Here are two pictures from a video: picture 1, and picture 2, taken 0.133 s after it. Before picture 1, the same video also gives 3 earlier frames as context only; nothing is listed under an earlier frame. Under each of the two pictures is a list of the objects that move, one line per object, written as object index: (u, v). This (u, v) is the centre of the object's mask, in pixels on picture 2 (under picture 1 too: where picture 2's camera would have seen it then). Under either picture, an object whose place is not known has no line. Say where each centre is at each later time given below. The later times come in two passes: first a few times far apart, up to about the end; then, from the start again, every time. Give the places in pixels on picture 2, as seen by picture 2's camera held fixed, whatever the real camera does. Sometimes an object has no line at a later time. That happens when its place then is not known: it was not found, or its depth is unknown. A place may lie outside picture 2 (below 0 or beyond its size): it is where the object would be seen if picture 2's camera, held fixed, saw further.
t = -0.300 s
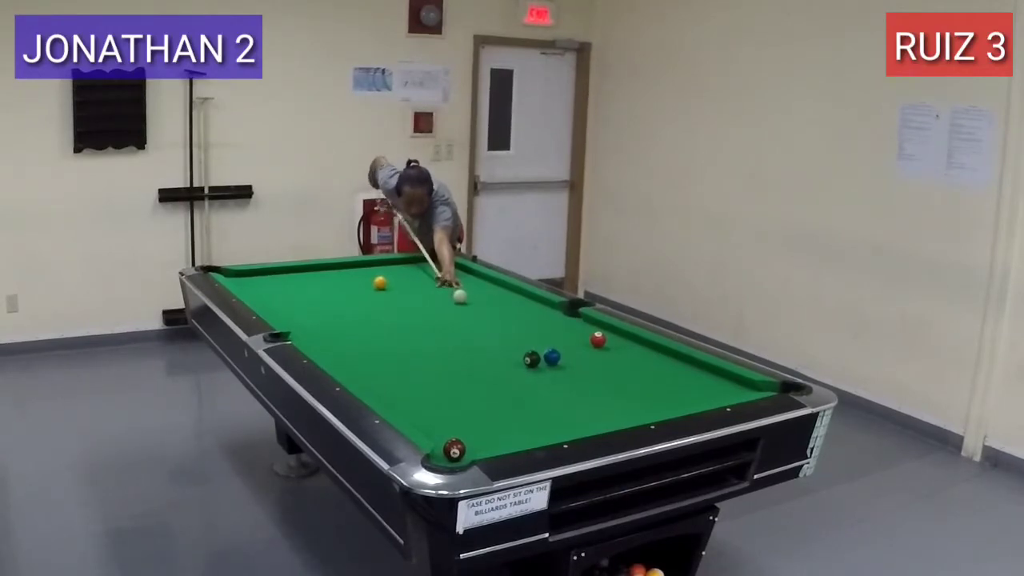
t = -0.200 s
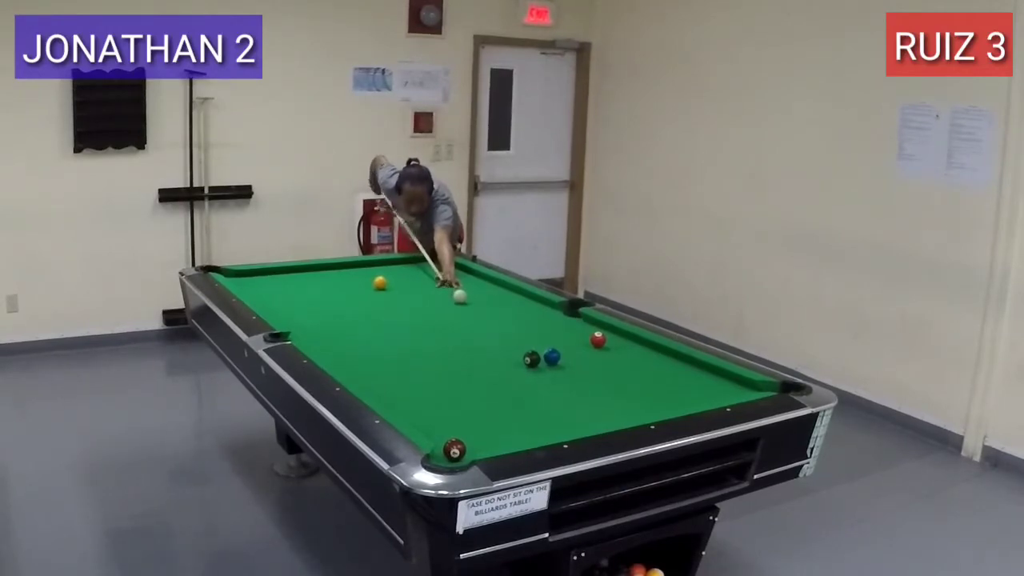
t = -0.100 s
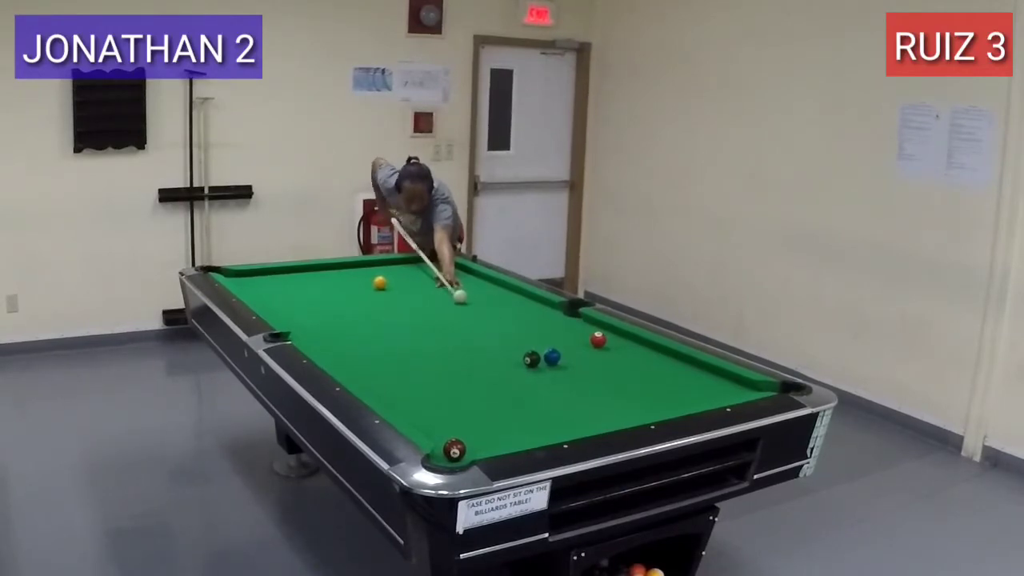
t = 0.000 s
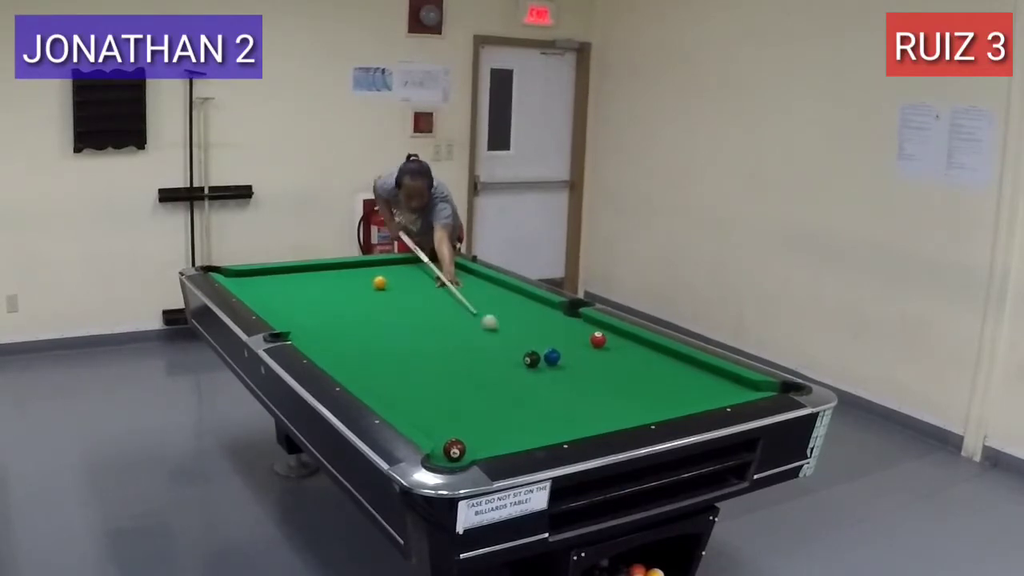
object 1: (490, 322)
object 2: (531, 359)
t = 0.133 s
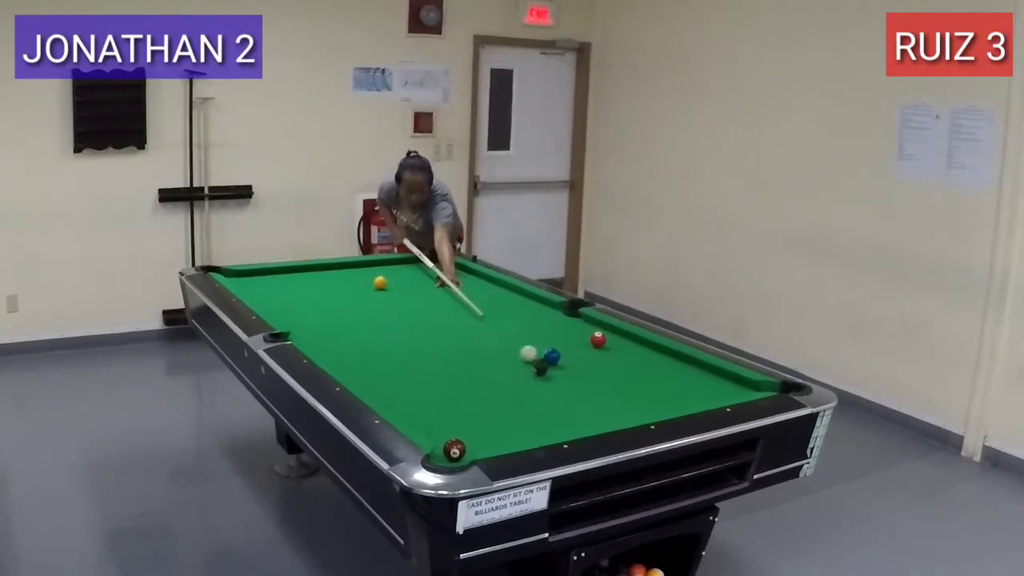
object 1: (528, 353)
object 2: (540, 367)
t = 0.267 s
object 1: (532, 353)
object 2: (586, 414)
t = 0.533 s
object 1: (537, 351)
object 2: (511, 391)
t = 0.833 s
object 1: (540, 350)
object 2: (425, 356)
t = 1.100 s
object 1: (541, 349)
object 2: (364, 331)
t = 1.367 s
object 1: (541, 349)
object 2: (315, 309)
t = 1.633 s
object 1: (541, 349)
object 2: (274, 291)
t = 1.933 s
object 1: (541, 349)
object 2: (236, 275)
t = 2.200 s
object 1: (541, 349)
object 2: (229, 275)
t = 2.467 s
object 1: (541, 349)
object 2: (238, 275)
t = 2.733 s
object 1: (541, 349)
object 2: (242, 276)
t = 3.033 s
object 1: (541, 349)
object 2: (246, 277)
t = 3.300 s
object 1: (541, 349)
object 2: (249, 278)
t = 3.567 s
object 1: (541, 349)
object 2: (250, 278)
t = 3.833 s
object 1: (541, 349)
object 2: (250, 278)
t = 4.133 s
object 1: (541, 349)
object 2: (250, 278)
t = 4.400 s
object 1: (541, 349)
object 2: (250, 278)
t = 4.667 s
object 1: (541, 349)
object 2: (249, 278)
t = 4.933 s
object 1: (541, 349)
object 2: (249, 278)
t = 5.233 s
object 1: (541, 349)
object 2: (250, 278)
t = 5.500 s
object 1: (541, 349)
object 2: (250, 278)
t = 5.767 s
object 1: (541, 349)
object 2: (250, 278)
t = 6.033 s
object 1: (541, 349)
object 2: (250, 278)
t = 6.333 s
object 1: (541, 349)
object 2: (250, 278)
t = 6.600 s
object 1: (541, 349)
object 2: (250, 278)
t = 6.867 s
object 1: (541, 349)
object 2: (250, 278)
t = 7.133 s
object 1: (541, 349)
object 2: (250, 278)
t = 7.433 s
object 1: (541, 349)
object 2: (251, 278)
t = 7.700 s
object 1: (541, 349)
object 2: (251, 278)
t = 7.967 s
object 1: (541, 349)
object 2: (251, 278)
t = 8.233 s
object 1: (540, 349)
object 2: (251, 278)
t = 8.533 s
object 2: (251, 278)
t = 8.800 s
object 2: (251, 278)
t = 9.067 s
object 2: (251, 278)
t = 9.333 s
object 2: (251, 278)
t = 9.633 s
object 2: (251, 278)
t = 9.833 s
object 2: (250, 278)
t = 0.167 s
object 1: (530, 354)
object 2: (550, 378)
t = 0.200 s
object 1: (531, 354)
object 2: (561, 390)
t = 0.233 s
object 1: (532, 353)
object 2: (574, 402)
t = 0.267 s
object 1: (532, 353)
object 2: (586, 414)
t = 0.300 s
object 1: (533, 353)
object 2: (597, 422)
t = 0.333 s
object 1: (534, 353)
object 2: (585, 421)
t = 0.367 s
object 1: (534, 352)
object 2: (570, 416)
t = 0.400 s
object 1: (535, 352)
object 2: (557, 410)
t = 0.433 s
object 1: (535, 352)
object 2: (544, 405)
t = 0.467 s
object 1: (536, 352)
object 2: (533, 400)
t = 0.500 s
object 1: (537, 352)
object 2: (521, 396)
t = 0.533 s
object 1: (537, 351)
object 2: (511, 391)
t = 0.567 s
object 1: (537, 351)
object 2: (500, 387)
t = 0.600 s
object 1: (538, 351)
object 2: (490, 383)
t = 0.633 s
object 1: (538, 351)
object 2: (479, 378)
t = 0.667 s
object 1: (539, 351)
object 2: (470, 374)
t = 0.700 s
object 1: (539, 351)
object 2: (460, 371)
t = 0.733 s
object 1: (539, 351)
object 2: (451, 367)
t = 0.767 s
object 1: (540, 350)
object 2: (442, 363)
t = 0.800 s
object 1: (540, 350)
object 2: (433, 360)
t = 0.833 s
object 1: (540, 350)
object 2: (425, 356)
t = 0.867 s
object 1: (540, 350)
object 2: (417, 352)
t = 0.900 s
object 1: (541, 350)
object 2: (408, 349)
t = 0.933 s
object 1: (541, 349)
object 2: (401, 346)
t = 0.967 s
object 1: (541, 349)
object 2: (393, 343)
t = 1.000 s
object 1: (541, 349)
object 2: (385, 339)
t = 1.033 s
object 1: (541, 349)
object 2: (378, 337)
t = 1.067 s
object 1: (541, 349)
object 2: (371, 333)
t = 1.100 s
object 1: (541, 349)
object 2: (364, 331)
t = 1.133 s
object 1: (541, 349)
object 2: (358, 327)
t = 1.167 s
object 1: (541, 349)
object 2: (351, 324)
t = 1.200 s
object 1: (541, 349)
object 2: (345, 322)
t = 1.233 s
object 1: (541, 349)
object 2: (338, 319)
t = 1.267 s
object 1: (541, 349)
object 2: (333, 316)
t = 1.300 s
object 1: (541, 349)
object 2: (326, 313)
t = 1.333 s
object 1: (541, 349)
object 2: (320, 311)
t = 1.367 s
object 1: (541, 349)
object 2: (315, 309)
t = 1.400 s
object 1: (541, 349)
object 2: (310, 306)
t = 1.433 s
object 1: (541, 349)
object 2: (304, 304)
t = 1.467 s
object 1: (541, 349)
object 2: (299, 302)
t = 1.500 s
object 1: (541, 349)
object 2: (293, 299)
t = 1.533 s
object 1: (541, 349)
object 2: (289, 297)
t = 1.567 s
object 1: (541, 349)
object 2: (284, 295)
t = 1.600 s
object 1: (541, 349)
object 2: (279, 293)
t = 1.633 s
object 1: (541, 349)
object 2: (274, 291)
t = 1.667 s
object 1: (541, 349)
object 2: (270, 289)
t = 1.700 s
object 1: (541, 349)
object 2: (265, 287)
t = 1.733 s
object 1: (541, 349)
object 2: (261, 285)
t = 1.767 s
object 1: (541, 349)
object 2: (256, 283)
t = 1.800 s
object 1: (541, 349)
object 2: (252, 281)
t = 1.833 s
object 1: (541, 349)
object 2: (248, 279)
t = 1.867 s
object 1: (541, 349)
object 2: (244, 278)
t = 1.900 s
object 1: (541, 349)
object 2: (241, 277)
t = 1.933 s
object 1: (541, 349)
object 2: (236, 275)
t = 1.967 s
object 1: (541, 349)
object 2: (232, 275)
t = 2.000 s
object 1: (541, 349)
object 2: (228, 274)
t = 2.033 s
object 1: (541, 349)
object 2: (227, 273)
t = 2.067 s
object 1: (541, 349)
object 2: (224, 273)
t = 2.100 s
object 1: (541, 349)
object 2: (226, 273)
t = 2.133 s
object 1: (541, 349)
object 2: (227, 273)
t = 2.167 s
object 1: (541, 349)
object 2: (228, 274)
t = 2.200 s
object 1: (541, 349)
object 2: (229, 275)
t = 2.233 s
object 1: (541, 349)
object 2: (230, 275)
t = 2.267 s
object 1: (541, 349)
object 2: (231, 274)
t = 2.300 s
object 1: (541, 349)
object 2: (233, 273)
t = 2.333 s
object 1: (541, 349)
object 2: (233, 273)
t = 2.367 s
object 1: (541, 349)
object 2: (236, 273)
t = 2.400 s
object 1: (541, 349)
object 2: (237, 274)
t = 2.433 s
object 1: (541, 349)
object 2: (238, 275)
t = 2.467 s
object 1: (541, 349)
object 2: (238, 275)
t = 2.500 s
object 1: (541, 349)
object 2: (239, 275)
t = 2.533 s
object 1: (541, 349)
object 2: (239, 275)
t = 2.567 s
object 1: (541, 349)
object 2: (239, 276)
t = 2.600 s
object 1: (541, 349)
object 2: (240, 276)
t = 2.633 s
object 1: (541, 349)
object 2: (240, 276)
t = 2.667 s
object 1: (541, 349)
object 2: (241, 276)
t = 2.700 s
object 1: (541, 349)
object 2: (241, 276)
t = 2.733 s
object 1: (541, 349)
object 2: (242, 276)
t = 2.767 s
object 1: (541, 349)
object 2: (242, 276)
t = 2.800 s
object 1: (541, 349)
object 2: (242, 276)
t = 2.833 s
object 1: (541, 349)
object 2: (243, 276)
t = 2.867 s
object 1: (541, 349)
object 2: (243, 276)
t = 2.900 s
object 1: (541, 349)
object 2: (244, 276)
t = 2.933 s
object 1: (541, 349)
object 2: (244, 276)
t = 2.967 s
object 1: (541, 349)
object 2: (245, 277)
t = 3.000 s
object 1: (541, 349)
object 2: (246, 277)
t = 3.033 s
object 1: (541, 349)
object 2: (246, 277)
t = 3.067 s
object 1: (541, 349)
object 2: (247, 277)
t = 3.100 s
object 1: (541, 349)
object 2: (247, 277)
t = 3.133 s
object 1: (541, 349)
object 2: (248, 277)
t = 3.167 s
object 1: (541, 349)
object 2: (248, 277)
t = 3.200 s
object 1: (541, 349)
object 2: (249, 277)
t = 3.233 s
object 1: (541, 349)
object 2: (249, 277)
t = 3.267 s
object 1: (541, 349)
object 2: (249, 278)
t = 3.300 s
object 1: (541, 349)
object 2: (249, 278)
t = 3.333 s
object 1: (541, 349)
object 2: (250, 278)
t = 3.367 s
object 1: (541, 349)
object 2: (250, 278)
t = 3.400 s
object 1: (541, 349)
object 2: (250, 278)
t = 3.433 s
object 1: (541, 349)
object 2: (250, 278)
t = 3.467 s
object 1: (541, 349)
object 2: (250, 278)
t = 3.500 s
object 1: (541, 349)
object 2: (250, 278)
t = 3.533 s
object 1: (541, 349)
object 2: (250, 278)
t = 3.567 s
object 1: (541, 349)
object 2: (250, 278)
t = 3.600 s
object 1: (541, 349)
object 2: (250, 278)
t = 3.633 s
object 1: (541, 349)
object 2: (250, 278)
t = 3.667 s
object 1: (541, 349)
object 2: (250, 278)
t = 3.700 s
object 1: (541, 349)
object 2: (250, 278)
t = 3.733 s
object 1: (541, 349)
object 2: (250, 278)
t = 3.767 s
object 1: (541, 349)
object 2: (250, 278)
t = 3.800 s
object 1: (541, 349)
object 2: (250, 278)
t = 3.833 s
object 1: (541, 349)
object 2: (250, 278)
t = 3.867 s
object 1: (541, 349)
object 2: (250, 278)
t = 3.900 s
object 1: (541, 349)
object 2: (250, 278)
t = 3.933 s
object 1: (541, 349)
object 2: (250, 278)
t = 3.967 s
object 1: (541, 349)
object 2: (250, 278)
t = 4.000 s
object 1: (541, 349)
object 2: (250, 278)
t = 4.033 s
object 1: (541, 349)
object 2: (250, 278)
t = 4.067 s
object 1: (541, 349)
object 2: (250, 278)
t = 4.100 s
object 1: (541, 349)
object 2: (250, 278)
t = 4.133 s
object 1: (541, 349)
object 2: (250, 278)
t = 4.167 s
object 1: (541, 349)
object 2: (250, 278)
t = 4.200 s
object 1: (541, 349)
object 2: (250, 278)
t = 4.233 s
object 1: (541, 349)
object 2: (250, 278)
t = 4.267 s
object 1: (541, 349)
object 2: (250, 278)
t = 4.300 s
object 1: (541, 349)
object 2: (250, 278)
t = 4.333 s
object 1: (541, 349)
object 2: (250, 278)
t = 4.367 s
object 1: (541, 349)
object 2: (250, 278)
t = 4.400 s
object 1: (541, 349)
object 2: (250, 278)
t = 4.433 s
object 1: (541, 349)
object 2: (250, 278)
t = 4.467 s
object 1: (541, 349)
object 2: (249, 278)
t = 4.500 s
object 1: (541, 349)
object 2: (249, 278)
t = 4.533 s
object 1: (541, 349)
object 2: (249, 278)
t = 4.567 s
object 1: (541, 349)
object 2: (249, 278)
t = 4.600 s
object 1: (541, 349)
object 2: (249, 278)
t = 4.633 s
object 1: (541, 349)
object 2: (249, 278)
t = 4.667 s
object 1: (541, 349)
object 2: (249, 278)
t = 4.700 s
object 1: (541, 349)
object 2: (249, 278)
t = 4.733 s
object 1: (541, 349)
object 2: (249, 278)
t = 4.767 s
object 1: (541, 349)
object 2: (249, 278)
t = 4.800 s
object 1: (541, 349)
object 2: (249, 278)
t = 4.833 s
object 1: (541, 349)
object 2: (249, 278)
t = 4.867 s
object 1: (541, 349)
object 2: (249, 278)
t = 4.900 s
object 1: (541, 349)
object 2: (249, 278)
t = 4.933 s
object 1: (541, 349)
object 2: (249, 278)
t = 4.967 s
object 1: (541, 349)
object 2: (250, 278)
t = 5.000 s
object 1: (541, 349)
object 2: (249, 278)
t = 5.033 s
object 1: (541, 349)
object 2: (249, 278)
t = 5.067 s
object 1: (541, 349)
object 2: (249, 278)
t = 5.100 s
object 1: (541, 349)
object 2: (249, 278)
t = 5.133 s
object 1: (541, 349)
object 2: (249, 278)
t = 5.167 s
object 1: (541, 349)
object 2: (249, 278)
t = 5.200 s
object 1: (541, 349)
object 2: (249, 278)
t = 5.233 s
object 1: (541, 349)
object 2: (250, 278)
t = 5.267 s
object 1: (541, 349)
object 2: (249, 278)
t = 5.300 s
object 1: (541, 349)
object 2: (250, 278)
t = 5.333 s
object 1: (541, 349)
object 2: (249, 278)
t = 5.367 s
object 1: (541, 349)
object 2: (250, 278)
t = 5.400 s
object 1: (541, 349)
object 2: (250, 278)
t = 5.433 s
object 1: (541, 349)
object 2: (249, 278)
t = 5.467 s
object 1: (541, 349)
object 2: (250, 278)
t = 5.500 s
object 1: (541, 349)
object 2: (250, 278)
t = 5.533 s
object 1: (541, 349)
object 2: (250, 278)
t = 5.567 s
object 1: (541, 349)
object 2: (249, 278)
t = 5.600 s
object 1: (541, 349)
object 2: (250, 278)
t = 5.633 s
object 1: (541, 349)
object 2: (250, 278)
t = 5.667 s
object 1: (541, 349)
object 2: (250, 278)
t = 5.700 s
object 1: (541, 349)
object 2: (250, 278)
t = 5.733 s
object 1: (541, 349)
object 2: (250, 278)
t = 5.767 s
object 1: (541, 349)
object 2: (250, 278)
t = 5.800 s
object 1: (541, 349)
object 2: (250, 278)
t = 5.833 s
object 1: (541, 349)
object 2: (250, 278)
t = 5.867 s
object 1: (541, 349)
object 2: (250, 278)
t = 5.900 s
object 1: (541, 349)
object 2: (250, 278)
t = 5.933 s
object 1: (541, 349)
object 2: (250, 278)
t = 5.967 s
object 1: (541, 349)
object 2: (250, 278)
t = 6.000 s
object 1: (541, 349)
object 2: (250, 278)
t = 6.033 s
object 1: (541, 349)
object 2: (250, 278)
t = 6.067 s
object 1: (541, 349)
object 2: (250, 278)
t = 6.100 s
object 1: (541, 349)
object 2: (250, 278)
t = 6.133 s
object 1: (541, 349)
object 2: (250, 278)
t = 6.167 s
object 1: (541, 349)
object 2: (250, 278)
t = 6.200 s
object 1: (541, 349)
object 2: (250, 278)
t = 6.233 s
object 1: (541, 349)
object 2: (250, 278)
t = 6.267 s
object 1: (541, 349)
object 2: (250, 278)
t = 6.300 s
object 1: (541, 349)
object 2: (250, 278)
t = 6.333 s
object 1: (541, 349)
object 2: (250, 278)
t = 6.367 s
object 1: (541, 349)
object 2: (250, 278)
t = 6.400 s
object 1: (541, 349)
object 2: (250, 278)
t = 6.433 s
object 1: (541, 349)
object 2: (250, 278)
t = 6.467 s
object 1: (541, 349)
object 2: (249, 278)
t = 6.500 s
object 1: (541, 349)
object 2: (249, 278)
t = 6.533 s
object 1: (541, 349)
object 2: (250, 278)
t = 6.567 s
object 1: (541, 349)
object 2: (250, 278)
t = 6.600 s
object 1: (541, 349)
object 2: (250, 278)
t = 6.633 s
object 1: (541, 349)
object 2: (250, 278)
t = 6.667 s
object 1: (541, 349)
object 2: (250, 278)
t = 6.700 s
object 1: (541, 349)
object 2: (250, 278)
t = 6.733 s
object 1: (541, 349)
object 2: (250, 278)
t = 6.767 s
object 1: (541, 349)
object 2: (250, 278)
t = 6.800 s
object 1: (541, 349)
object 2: (249, 278)
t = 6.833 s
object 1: (541, 349)
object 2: (249, 278)
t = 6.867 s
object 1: (541, 349)
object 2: (250, 278)
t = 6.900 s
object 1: (542, 349)
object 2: (250, 277)
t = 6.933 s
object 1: (541, 349)
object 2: (249, 278)
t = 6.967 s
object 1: (541, 349)
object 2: (250, 278)
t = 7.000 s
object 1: (541, 349)
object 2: (250, 278)
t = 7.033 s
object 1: (541, 349)
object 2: (250, 278)
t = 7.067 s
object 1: (541, 349)
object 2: (250, 278)
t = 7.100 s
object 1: (541, 349)
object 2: (250, 278)
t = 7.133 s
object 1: (541, 349)
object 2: (250, 278)
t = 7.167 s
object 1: (541, 349)
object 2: (250, 278)
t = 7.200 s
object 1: (542, 349)
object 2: (250, 278)
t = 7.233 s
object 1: (542, 349)
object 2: (250, 278)
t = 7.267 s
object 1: (541, 349)
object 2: (250, 278)
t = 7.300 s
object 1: (542, 349)
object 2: (250, 278)
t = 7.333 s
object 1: (541, 349)
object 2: (250, 278)
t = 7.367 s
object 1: (542, 349)
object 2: (250, 278)
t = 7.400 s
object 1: (541, 349)
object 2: (250, 278)
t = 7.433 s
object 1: (541, 349)
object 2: (251, 278)
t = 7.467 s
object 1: (541, 349)
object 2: (250, 278)
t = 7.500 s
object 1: (541, 349)
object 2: (251, 278)
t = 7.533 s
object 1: (541, 349)
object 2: (250, 278)
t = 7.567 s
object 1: (541, 349)
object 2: (250, 278)
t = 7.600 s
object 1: (541, 349)
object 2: (251, 278)
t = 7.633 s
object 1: (541, 349)
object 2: (251, 278)
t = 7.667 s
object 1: (541, 349)
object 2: (251, 278)
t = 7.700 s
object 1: (541, 349)
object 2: (251, 278)
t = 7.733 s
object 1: (541, 349)
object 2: (251, 278)
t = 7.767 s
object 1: (541, 349)
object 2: (251, 278)
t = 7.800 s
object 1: (541, 349)
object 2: (251, 278)
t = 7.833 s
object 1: (541, 349)
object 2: (251, 278)
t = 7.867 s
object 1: (541, 349)
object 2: (251, 278)
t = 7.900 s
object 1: (541, 349)
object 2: (251, 278)
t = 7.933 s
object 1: (541, 349)
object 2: (251, 278)
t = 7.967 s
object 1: (541, 349)
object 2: (251, 278)
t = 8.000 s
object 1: (541, 349)
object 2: (251, 278)
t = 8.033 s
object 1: (541, 349)
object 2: (251, 278)
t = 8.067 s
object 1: (541, 349)
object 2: (251, 278)
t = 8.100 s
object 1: (541, 349)
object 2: (251, 278)
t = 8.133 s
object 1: (541, 349)
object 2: (251, 278)
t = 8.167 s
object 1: (541, 349)
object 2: (251, 278)
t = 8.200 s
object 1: (541, 349)
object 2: (251, 278)
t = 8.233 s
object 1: (540, 349)
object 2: (251, 278)
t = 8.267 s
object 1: (540, 349)
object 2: (251, 278)
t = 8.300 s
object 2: (251, 278)
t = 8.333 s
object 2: (251, 278)
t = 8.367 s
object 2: (251, 278)
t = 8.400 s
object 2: (251, 278)
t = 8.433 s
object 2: (251, 278)
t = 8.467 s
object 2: (251, 278)
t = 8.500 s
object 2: (251, 278)
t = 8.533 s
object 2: (251, 278)
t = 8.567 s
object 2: (251, 278)
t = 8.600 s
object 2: (251, 278)
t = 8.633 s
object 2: (251, 278)
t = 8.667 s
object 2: (251, 278)
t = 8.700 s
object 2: (251, 278)
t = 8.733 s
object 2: (251, 278)
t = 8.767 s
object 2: (251, 278)
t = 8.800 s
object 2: (251, 278)
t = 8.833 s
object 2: (251, 278)
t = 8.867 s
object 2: (251, 278)
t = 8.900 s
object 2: (251, 278)
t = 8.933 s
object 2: (251, 278)
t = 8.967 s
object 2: (251, 278)
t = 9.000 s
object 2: (251, 278)
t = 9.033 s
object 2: (251, 278)
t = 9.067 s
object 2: (251, 278)
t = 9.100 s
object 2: (251, 278)
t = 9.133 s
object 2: (251, 278)
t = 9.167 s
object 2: (251, 278)
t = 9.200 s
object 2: (251, 278)
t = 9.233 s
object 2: (251, 278)
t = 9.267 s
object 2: (251, 278)
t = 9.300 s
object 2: (251, 278)
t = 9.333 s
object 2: (251, 278)
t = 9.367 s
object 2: (251, 278)
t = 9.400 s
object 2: (251, 278)
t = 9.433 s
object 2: (251, 278)
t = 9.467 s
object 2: (251, 278)
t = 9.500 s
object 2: (251, 278)
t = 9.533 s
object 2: (251, 278)
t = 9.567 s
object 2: (251, 278)
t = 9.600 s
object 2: (251, 278)
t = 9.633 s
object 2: (251, 278)
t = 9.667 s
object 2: (251, 278)
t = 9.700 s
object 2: (250, 278)
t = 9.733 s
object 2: (250, 278)
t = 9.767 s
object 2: (250, 278)
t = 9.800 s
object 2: (250, 278)
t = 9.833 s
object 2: (250, 278)
